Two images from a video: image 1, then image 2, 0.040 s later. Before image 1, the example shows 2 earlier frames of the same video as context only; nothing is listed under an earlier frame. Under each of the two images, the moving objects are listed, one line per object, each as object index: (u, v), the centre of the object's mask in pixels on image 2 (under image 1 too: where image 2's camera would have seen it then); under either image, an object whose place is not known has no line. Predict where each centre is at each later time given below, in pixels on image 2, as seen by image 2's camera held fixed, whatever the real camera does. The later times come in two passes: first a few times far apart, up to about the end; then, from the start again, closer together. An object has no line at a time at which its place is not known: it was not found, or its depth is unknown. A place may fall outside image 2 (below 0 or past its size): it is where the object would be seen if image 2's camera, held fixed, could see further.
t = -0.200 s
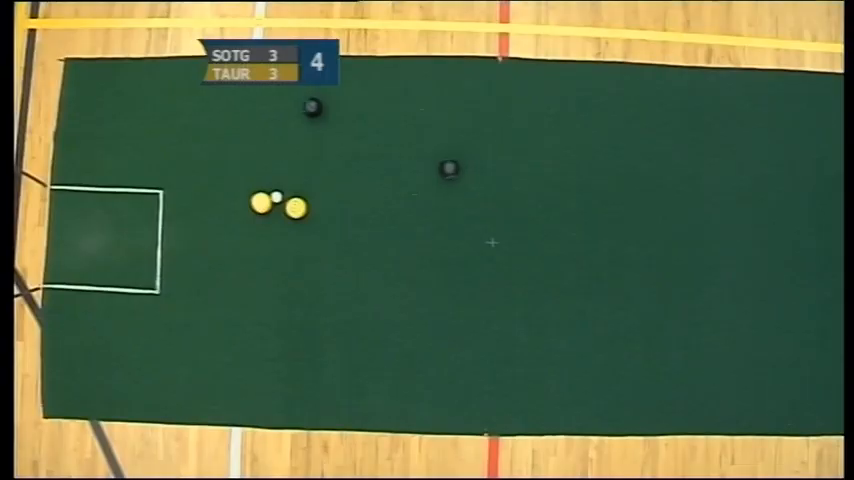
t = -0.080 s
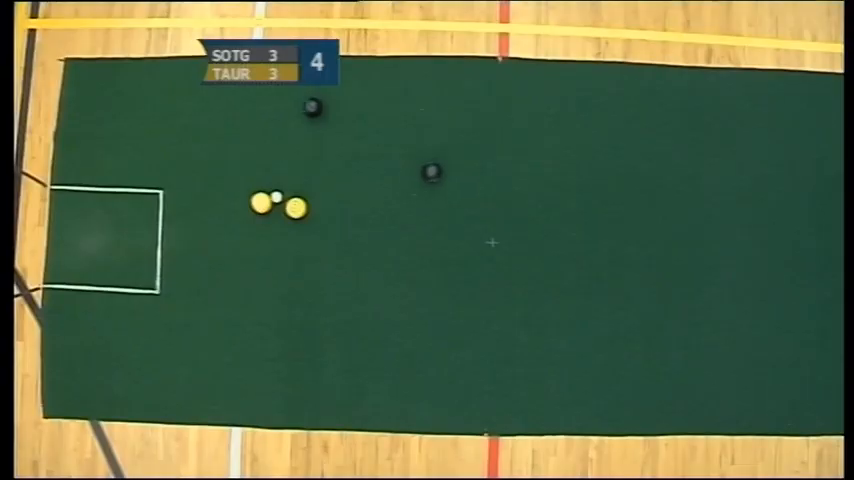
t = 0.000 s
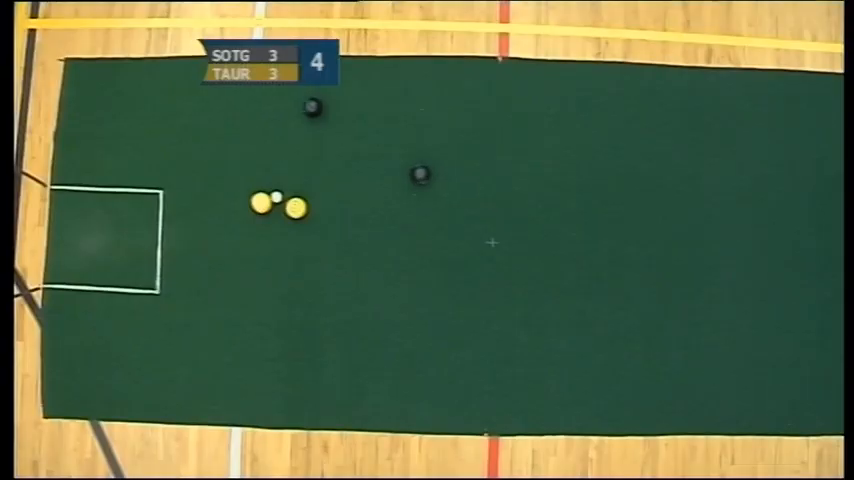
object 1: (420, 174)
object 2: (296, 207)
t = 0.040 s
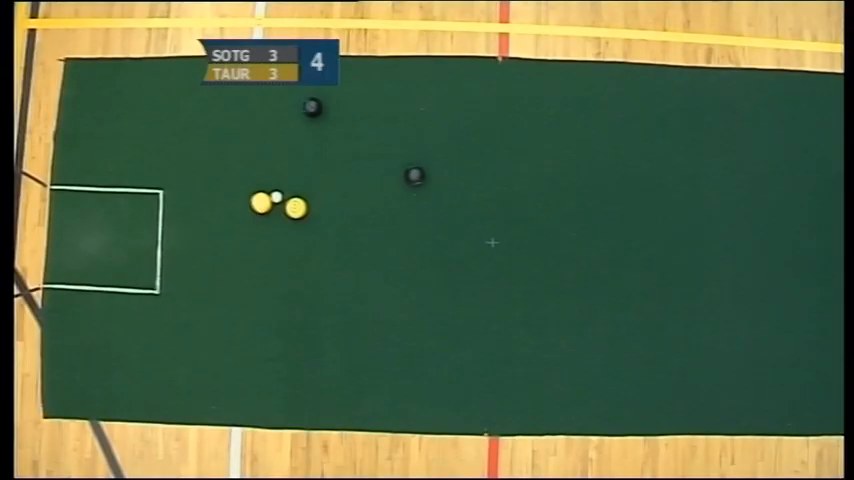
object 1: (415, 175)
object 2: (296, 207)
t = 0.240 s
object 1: (387, 182)
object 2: (296, 207)
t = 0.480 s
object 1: (357, 190)
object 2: (296, 208)
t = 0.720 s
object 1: (328, 199)
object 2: (296, 208)
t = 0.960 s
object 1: (315, 205)
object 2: (286, 210)
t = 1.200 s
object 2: (277, 215)
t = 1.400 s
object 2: (273, 219)
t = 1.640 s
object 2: (272, 222)
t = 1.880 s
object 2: (271, 224)
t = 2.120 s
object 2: (271, 224)
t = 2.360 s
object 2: (271, 224)
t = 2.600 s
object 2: (271, 224)
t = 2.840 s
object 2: (271, 224)
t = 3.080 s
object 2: (271, 224)
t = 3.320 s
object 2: (271, 224)
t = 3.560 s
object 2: (271, 224)
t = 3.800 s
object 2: (271, 224)
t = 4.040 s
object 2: (271, 224)
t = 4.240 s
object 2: (271, 224)
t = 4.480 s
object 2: (271, 225)
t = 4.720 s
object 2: (271, 225)
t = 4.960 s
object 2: (271, 224)
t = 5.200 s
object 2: (271, 224)
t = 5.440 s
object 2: (271, 224)
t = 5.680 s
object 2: (271, 224)
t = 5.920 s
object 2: (271, 224)
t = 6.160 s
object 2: (271, 224)
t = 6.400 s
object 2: (271, 224)
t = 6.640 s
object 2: (271, 224)
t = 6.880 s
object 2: (271, 224)
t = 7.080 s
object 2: (271, 224)
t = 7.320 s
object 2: (271, 224)
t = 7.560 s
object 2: (271, 224)
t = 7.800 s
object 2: (271, 224)
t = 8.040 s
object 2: (271, 224)
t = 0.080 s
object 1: (409, 177)
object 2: (296, 207)
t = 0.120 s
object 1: (404, 178)
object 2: (296, 207)
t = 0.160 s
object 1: (398, 179)
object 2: (296, 208)
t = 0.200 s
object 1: (393, 180)
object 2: (296, 207)
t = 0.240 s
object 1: (387, 182)
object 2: (296, 207)
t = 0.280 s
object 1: (383, 183)
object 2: (296, 207)
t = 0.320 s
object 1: (377, 184)
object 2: (296, 208)
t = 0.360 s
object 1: (372, 186)
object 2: (296, 208)
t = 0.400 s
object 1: (367, 187)
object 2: (296, 208)
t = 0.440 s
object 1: (362, 189)
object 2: (296, 208)
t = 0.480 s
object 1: (357, 190)
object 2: (296, 208)
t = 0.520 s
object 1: (352, 191)
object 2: (296, 207)
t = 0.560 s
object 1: (347, 193)
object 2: (296, 208)
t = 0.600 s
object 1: (343, 194)
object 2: (296, 208)
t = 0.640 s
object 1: (337, 196)
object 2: (296, 208)
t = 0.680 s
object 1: (333, 198)
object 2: (296, 208)
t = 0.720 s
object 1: (328, 199)
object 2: (296, 208)
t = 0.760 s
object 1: (324, 200)
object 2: (296, 208)
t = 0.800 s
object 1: (320, 202)
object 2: (296, 208)
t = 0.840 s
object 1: (318, 203)
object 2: (294, 208)
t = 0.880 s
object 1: (316, 203)
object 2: (291, 209)
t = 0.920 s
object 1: (316, 204)
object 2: (288, 210)
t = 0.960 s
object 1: (315, 205)
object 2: (286, 210)
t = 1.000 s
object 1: (314, 205)
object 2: (284, 211)
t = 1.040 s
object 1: (313, 205)
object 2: (282, 212)
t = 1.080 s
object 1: (312, 206)
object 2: (280, 212)
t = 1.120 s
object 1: (311, 207)
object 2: (279, 213)
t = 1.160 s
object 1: (311, 208)
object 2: (278, 214)
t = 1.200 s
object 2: (277, 215)
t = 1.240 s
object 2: (276, 216)
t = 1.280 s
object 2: (275, 217)
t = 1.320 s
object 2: (274, 217)
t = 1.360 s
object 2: (274, 218)
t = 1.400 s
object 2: (273, 219)
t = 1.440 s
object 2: (273, 220)
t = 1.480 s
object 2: (272, 220)
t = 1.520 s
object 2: (272, 221)
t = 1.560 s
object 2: (272, 221)
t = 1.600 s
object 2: (272, 222)
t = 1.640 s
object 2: (272, 222)
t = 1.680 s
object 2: (271, 222)
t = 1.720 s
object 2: (271, 223)
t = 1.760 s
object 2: (271, 223)
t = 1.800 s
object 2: (271, 223)
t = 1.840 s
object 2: (271, 224)
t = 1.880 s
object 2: (271, 224)
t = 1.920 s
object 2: (271, 224)
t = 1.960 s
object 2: (271, 224)
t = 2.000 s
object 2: (271, 224)
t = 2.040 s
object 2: (271, 224)
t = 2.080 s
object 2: (271, 224)
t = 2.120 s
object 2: (271, 224)
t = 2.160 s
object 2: (271, 224)
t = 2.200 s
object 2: (271, 224)
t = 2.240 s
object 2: (271, 224)
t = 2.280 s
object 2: (271, 224)
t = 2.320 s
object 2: (271, 224)
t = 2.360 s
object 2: (271, 224)
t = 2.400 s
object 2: (271, 224)
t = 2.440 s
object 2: (271, 224)
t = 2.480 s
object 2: (271, 224)
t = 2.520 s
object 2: (271, 224)
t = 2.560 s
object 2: (271, 224)
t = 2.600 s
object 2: (271, 224)
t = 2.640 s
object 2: (271, 224)
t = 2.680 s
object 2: (271, 224)
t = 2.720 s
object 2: (271, 224)
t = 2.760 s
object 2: (271, 224)
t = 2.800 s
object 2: (271, 224)
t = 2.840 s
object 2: (271, 224)
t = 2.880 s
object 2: (271, 224)
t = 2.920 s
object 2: (271, 224)
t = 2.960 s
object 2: (271, 224)
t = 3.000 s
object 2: (271, 224)
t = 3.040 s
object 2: (271, 224)
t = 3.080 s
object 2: (271, 224)
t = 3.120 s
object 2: (271, 224)
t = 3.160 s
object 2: (271, 224)
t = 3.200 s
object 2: (271, 224)
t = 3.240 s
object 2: (271, 224)
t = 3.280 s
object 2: (271, 224)
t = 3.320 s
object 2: (271, 224)
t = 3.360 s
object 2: (271, 224)
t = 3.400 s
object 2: (271, 224)
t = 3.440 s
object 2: (271, 224)
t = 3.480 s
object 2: (271, 224)
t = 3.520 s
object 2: (271, 224)
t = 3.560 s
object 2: (271, 224)
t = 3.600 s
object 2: (271, 224)
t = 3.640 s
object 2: (271, 224)
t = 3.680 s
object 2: (271, 224)
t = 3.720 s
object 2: (271, 224)
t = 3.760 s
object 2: (271, 224)
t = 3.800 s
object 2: (271, 224)
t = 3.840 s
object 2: (271, 224)
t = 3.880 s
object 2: (271, 224)
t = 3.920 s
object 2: (271, 224)
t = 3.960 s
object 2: (271, 224)
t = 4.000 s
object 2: (271, 224)
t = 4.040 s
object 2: (271, 224)
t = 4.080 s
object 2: (271, 224)
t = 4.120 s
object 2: (271, 224)
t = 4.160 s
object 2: (271, 224)
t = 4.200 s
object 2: (271, 224)
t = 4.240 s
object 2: (271, 224)
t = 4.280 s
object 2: (271, 224)
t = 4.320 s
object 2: (271, 224)
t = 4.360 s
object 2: (271, 224)
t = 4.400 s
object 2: (271, 224)
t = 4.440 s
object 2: (271, 224)
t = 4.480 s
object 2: (271, 225)
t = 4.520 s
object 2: (271, 225)
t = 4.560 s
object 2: (271, 225)
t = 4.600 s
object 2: (271, 225)
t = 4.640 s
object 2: (271, 225)
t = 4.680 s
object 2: (271, 225)
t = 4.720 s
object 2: (271, 225)
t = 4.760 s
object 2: (271, 224)
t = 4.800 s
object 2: (271, 224)
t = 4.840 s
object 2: (271, 224)
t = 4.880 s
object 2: (271, 224)
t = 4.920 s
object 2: (271, 224)
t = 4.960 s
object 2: (271, 224)
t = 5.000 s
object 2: (271, 224)
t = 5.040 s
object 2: (271, 224)
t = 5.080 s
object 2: (271, 224)
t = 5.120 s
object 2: (271, 224)
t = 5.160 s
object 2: (271, 224)
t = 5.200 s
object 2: (271, 224)
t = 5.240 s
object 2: (271, 224)
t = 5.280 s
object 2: (271, 224)
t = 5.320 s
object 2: (271, 224)
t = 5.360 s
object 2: (271, 224)
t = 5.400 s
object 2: (271, 224)
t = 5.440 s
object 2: (271, 224)
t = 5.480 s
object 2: (271, 224)
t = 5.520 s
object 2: (271, 224)
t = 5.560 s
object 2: (271, 224)
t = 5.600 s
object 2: (271, 224)
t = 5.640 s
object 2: (271, 224)
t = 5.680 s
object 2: (271, 224)
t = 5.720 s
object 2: (271, 225)
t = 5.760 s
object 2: (271, 225)
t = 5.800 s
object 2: (271, 225)
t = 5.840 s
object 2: (271, 225)
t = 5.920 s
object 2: (271, 224)
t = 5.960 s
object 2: (271, 224)
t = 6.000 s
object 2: (271, 224)
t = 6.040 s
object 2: (271, 224)
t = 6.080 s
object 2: (271, 224)
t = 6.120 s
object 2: (271, 224)
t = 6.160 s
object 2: (271, 224)
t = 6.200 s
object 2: (271, 224)
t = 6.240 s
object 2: (271, 224)
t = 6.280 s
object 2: (271, 224)
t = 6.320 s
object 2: (271, 224)
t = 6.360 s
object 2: (271, 224)
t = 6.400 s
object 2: (271, 224)
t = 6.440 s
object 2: (271, 224)
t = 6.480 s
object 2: (271, 224)
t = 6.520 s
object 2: (271, 224)
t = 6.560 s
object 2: (271, 224)
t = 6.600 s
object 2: (271, 224)
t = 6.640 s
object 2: (271, 224)
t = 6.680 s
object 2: (271, 224)
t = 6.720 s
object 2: (271, 224)
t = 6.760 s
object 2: (271, 224)
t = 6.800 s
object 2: (271, 224)
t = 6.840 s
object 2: (271, 224)
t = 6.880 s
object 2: (271, 224)
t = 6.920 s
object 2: (271, 224)
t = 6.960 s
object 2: (271, 224)
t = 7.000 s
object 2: (271, 224)
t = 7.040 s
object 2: (271, 224)
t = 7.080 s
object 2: (271, 224)
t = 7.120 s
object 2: (271, 224)
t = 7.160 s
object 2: (271, 224)
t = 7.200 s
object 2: (271, 224)
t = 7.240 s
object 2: (271, 224)
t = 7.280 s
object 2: (271, 224)
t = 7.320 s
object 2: (271, 224)
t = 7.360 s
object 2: (271, 224)
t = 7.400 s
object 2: (271, 224)
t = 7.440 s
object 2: (271, 224)
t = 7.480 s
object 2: (271, 224)
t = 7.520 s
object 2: (271, 224)
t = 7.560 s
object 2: (271, 224)
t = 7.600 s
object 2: (271, 224)
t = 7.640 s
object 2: (271, 224)
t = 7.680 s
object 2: (271, 224)
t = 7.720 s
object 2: (271, 224)
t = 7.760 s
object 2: (271, 224)
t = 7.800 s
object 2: (271, 224)
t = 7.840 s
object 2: (270, 225)
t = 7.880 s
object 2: (270, 225)
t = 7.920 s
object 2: (271, 225)
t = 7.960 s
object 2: (271, 225)
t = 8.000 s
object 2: (270, 225)
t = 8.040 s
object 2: (271, 224)
